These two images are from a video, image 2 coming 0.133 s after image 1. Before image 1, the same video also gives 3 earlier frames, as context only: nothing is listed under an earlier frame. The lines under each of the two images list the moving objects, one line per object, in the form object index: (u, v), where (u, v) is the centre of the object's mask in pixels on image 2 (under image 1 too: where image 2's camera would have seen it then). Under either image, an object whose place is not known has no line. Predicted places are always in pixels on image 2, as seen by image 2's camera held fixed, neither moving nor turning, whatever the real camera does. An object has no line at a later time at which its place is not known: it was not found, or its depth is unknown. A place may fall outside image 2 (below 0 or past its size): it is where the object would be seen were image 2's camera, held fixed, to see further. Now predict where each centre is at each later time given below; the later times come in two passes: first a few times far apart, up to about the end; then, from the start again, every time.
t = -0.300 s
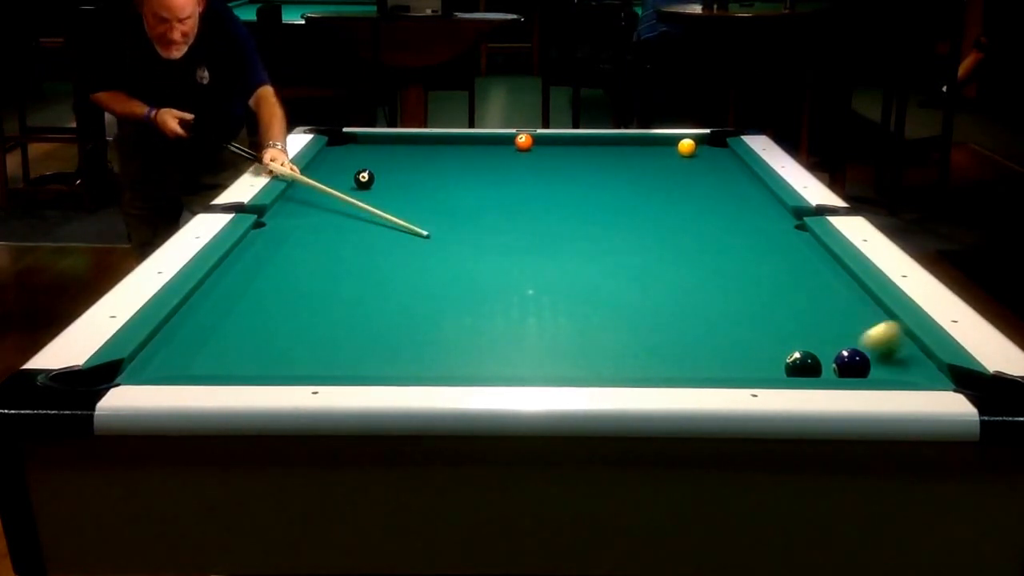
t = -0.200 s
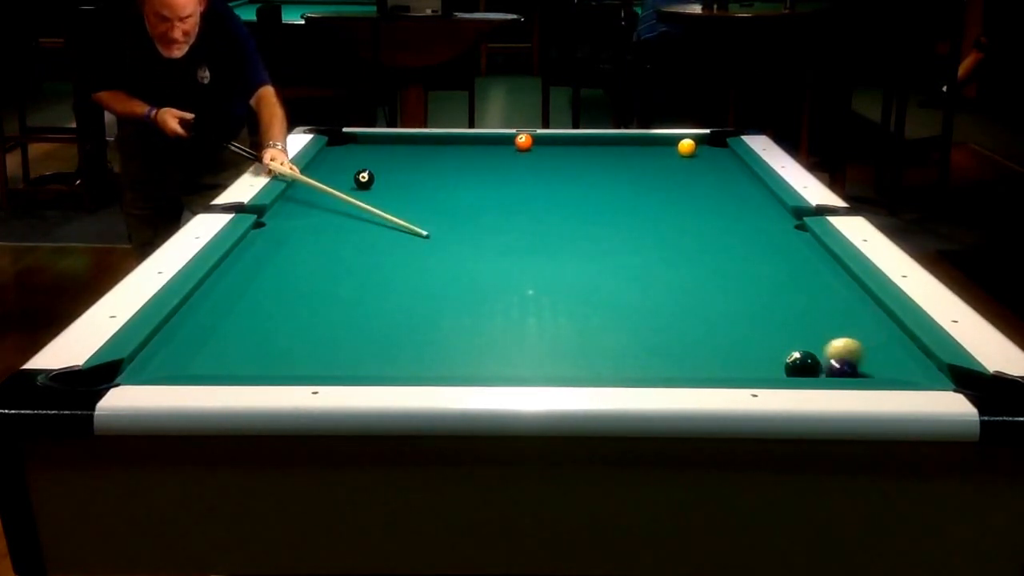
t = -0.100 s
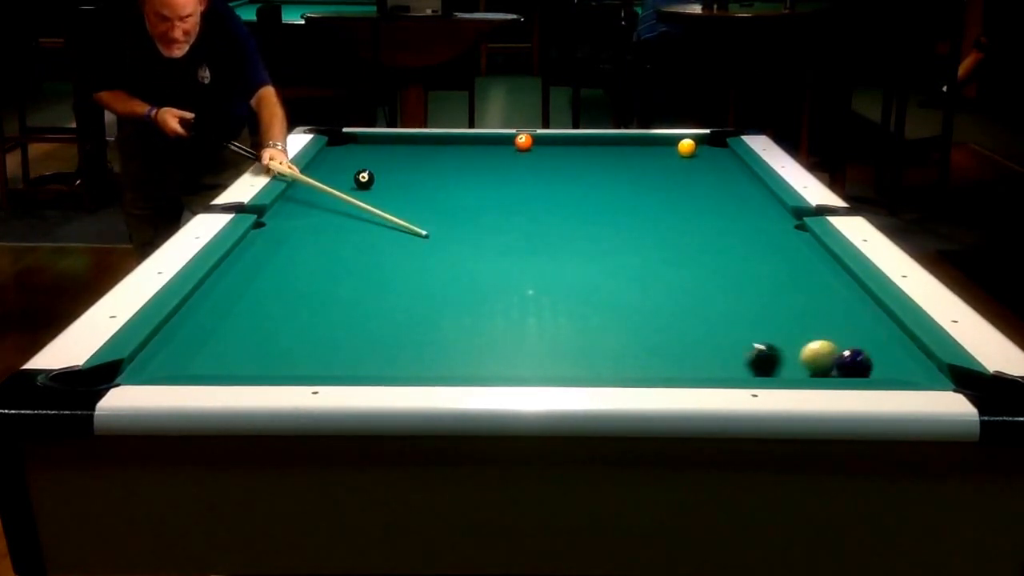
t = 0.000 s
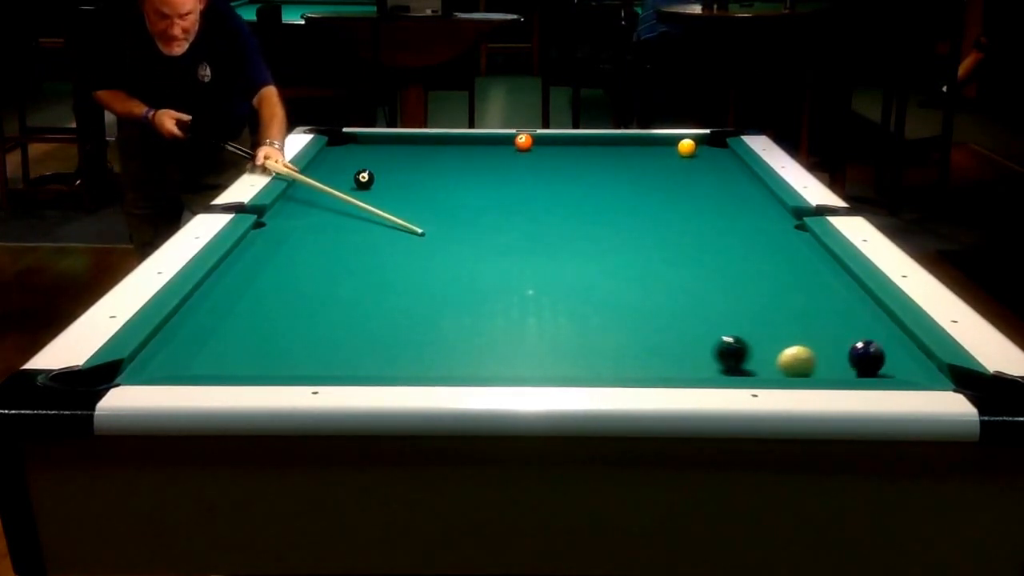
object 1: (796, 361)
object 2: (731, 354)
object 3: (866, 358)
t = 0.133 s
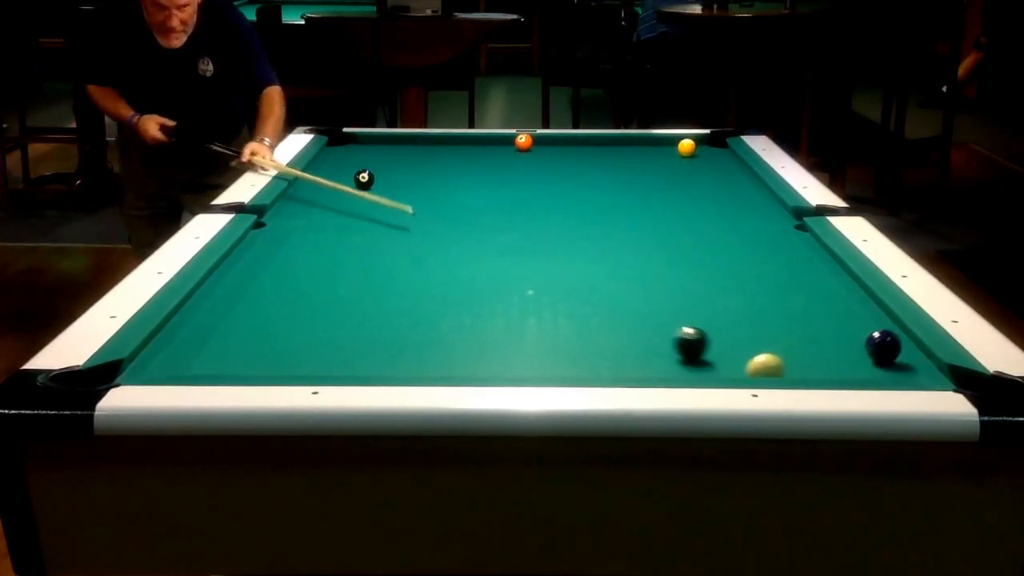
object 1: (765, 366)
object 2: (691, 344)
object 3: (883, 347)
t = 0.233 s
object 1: (738, 368)
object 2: (663, 338)
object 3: (894, 340)
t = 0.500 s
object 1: (640, 363)
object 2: (593, 322)
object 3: (866, 327)
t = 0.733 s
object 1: (560, 359)
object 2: (538, 310)
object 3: (840, 318)
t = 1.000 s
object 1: (475, 353)
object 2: (482, 297)
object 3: (815, 309)
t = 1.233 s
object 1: (406, 346)
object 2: (438, 287)
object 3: (795, 302)
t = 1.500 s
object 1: (331, 340)
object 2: (392, 278)
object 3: (775, 295)
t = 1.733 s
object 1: (271, 335)
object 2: (357, 269)
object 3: (761, 290)
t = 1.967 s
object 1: (214, 331)
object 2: (323, 262)
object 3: (749, 285)
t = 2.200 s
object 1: (184, 325)
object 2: (293, 255)
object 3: (737, 281)
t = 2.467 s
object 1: (224, 314)
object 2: (262, 248)
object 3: (727, 278)
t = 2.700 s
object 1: (256, 306)
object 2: (256, 244)
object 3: (720, 275)
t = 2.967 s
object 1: (287, 297)
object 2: (278, 240)
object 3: (715, 273)
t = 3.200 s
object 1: (311, 291)
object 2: (295, 238)
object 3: (713, 272)
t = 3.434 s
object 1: (332, 284)
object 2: (310, 236)
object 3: (711, 272)
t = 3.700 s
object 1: (352, 278)
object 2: (324, 234)
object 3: (710, 272)
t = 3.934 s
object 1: (368, 274)
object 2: (334, 232)
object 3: (710, 272)
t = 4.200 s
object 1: (383, 270)
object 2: (343, 231)
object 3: (710, 272)
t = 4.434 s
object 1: (395, 267)
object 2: (349, 230)
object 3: (710, 271)
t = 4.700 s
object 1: (404, 264)
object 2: (353, 230)
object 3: (710, 271)
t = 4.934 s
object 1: (411, 262)
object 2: (354, 230)
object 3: (710, 271)
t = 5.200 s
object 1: (417, 260)
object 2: (354, 230)
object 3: (710, 271)
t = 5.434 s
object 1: (419, 259)
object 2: (355, 230)
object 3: (710, 271)
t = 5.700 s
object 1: (421, 258)
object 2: (355, 230)
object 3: (710, 271)
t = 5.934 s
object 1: (422, 257)
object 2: (355, 230)
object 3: (710, 271)
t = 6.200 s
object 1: (423, 257)
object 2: (355, 230)
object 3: (710, 271)
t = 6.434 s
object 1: (423, 257)
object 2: (355, 230)
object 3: (710, 271)
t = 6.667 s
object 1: (423, 257)
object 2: (355, 230)
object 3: (710, 271)
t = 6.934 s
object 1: (423, 257)
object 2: (355, 230)
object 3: (710, 272)
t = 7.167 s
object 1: (422, 257)
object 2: (355, 229)
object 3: (710, 271)
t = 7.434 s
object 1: (422, 257)
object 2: (355, 229)
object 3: (710, 272)
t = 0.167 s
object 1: (757, 367)
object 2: (681, 343)
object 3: (887, 345)
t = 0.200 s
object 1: (749, 368)
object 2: (672, 340)
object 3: (890, 342)
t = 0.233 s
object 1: (738, 368)
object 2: (663, 338)
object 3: (894, 340)
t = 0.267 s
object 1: (725, 367)
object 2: (653, 336)
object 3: (896, 337)
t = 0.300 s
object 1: (713, 367)
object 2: (644, 334)
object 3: (892, 336)
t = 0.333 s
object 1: (701, 366)
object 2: (635, 332)
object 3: (888, 334)
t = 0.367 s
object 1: (688, 365)
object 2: (627, 331)
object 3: (883, 332)
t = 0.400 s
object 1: (676, 365)
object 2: (618, 328)
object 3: (879, 331)
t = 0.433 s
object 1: (664, 364)
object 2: (609, 326)
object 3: (875, 330)
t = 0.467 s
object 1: (652, 363)
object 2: (600, 324)
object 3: (871, 328)
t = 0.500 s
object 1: (640, 363)
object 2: (593, 322)
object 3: (866, 327)
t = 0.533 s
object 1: (629, 362)
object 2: (584, 320)
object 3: (862, 325)
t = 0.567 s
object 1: (617, 362)
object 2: (576, 319)
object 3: (858, 324)
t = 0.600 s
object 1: (606, 361)
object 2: (568, 317)
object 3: (854, 323)
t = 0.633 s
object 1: (594, 361)
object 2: (560, 315)
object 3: (851, 322)
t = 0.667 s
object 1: (583, 360)
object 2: (553, 314)
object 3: (847, 320)
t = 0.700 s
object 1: (572, 360)
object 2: (545, 312)
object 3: (844, 319)
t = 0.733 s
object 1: (560, 359)
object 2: (538, 310)
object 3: (840, 318)
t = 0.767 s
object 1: (550, 358)
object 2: (530, 308)
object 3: (837, 317)
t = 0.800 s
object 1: (538, 358)
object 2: (523, 307)
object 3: (834, 316)
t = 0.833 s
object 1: (528, 357)
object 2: (516, 305)
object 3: (831, 314)
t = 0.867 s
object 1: (517, 357)
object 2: (509, 303)
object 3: (827, 313)
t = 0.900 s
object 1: (507, 356)
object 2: (502, 302)
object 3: (824, 312)
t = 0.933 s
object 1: (496, 356)
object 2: (495, 301)
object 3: (821, 311)
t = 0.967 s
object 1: (486, 354)
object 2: (489, 299)
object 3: (818, 310)
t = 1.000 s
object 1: (475, 353)
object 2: (482, 297)
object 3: (815, 309)
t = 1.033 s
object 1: (465, 352)
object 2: (476, 296)
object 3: (812, 308)
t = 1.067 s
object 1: (454, 351)
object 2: (469, 294)
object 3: (809, 307)
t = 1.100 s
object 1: (445, 350)
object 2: (463, 293)
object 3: (806, 306)
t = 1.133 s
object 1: (435, 349)
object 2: (456, 292)
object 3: (803, 305)
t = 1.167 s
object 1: (425, 348)
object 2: (450, 290)
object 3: (800, 304)
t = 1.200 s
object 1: (415, 348)
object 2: (444, 289)
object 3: (797, 303)
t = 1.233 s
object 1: (406, 346)
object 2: (438, 287)
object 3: (795, 302)
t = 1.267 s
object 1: (396, 346)
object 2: (432, 286)
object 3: (792, 301)
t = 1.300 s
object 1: (387, 345)
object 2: (426, 285)
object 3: (790, 300)
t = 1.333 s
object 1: (377, 344)
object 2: (421, 283)
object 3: (787, 299)
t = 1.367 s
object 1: (368, 343)
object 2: (415, 282)
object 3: (785, 298)
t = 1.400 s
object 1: (359, 343)
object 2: (409, 281)
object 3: (782, 298)
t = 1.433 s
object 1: (350, 342)
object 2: (403, 280)
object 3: (780, 297)
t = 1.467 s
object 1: (340, 341)
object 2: (398, 278)
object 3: (778, 296)
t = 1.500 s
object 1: (331, 340)
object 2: (392, 278)
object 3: (775, 295)
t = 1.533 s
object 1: (323, 340)
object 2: (387, 276)
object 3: (773, 294)
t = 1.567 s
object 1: (314, 339)
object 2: (382, 275)
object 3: (771, 293)
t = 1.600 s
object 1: (305, 338)
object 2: (377, 274)
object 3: (769, 293)
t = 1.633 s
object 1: (297, 337)
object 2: (372, 272)
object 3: (767, 292)
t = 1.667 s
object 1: (288, 337)
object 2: (366, 271)
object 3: (765, 292)
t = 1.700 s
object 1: (279, 336)
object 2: (362, 270)
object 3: (763, 291)
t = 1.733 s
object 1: (271, 335)
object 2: (357, 269)
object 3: (761, 290)
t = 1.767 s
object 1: (262, 335)
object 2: (351, 268)
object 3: (759, 289)
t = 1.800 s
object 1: (254, 334)
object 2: (346, 267)
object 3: (757, 288)
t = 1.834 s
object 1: (246, 333)
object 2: (342, 266)
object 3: (755, 288)
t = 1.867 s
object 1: (238, 333)
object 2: (337, 265)
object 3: (754, 287)
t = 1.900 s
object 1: (230, 332)
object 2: (332, 264)
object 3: (752, 286)
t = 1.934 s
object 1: (221, 331)
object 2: (328, 263)
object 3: (750, 286)
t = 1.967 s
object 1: (214, 331)
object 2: (323, 262)
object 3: (749, 285)
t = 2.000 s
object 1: (206, 330)
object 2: (319, 261)
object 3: (747, 285)
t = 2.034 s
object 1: (198, 330)
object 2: (314, 260)
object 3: (745, 284)
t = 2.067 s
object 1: (190, 329)
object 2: (310, 259)
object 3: (743, 283)
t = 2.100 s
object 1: (183, 328)
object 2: (306, 258)
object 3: (742, 283)
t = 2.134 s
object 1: (175, 328)
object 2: (302, 256)
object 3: (740, 282)
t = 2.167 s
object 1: (179, 326)
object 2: (297, 256)
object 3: (739, 282)
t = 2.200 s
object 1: (184, 325)
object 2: (293, 255)
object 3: (737, 281)
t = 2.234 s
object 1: (189, 323)
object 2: (289, 254)
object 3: (736, 281)
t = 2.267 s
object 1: (195, 322)
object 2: (285, 253)
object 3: (734, 280)
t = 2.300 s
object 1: (200, 320)
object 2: (281, 252)
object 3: (733, 280)
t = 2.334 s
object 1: (205, 319)
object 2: (277, 251)
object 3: (732, 279)
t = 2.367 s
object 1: (210, 318)
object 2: (273, 250)
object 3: (731, 279)
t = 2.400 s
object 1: (215, 316)
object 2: (269, 249)
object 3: (730, 278)
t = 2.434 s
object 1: (220, 315)
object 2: (265, 249)
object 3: (728, 278)
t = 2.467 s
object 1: (224, 314)
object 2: (262, 248)
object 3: (727, 278)
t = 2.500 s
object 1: (229, 313)
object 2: (258, 247)
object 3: (726, 277)
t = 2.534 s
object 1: (233, 311)
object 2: (254, 246)
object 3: (725, 277)
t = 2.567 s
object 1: (238, 310)
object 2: (251, 246)
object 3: (724, 277)
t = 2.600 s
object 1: (243, 309)
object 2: (248, 245)
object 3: (723, 276)
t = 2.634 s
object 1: (247, 308)
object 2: (250, 245)
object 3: (722, 276)
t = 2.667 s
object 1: (252, 306)
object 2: (254, 244)
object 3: (721, 275)
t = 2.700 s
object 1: (256, 306)
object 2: (256, 244)
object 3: (720, 275)
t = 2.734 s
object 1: (260, 304)
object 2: (259, 243)
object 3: (719, 275)
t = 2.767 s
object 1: (264, 303)
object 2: (262, 243)
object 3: (719, 274)
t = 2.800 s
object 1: (268, 302)
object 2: (265, 242)
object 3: (718, 274)
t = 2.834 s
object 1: (272, 301)
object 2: (267, 242)
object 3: (717, 274)
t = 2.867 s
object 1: (276, 300)
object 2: (270, 241)
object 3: (717, 274)
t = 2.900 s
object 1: (280, 299)
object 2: (273, 241)
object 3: (716, 274)
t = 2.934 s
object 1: (284, 298)
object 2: (276, 241)
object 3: (715, 273)
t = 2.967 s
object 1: (287, 297)
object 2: (278, 240)
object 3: (715, 273)
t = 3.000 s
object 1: (291, 296)
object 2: (281, 240)
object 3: (714, 273)
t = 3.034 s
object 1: (295, 295)
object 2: (283, 240)
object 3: (714, 273)
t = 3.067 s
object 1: (298, 294)
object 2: (286, 239)
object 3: (714, 273)
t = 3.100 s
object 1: (301, 293)
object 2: (288, 239)
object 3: (714, 273)
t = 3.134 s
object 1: (304, 292)
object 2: (290, 239)
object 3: (713, 272)
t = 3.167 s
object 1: (308, 291)
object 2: (292, 238)
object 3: (713, 272)
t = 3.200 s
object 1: (311, 291)
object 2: (295, 238)
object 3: (713, 272)
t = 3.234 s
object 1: (314, 290)
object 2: (297, 238)
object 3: (712, 272)
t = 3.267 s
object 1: (317, 289)
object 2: (299, 237)
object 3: (712, 272)
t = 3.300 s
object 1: (320, 288)
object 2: (302, 237)
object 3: (712, 272)
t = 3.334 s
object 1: (323, 287)
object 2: (304, 236)
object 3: (712, 272)
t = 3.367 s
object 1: (326, 286)
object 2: (306, 236)
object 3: (711, 272)
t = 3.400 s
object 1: (329, 285)
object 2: (308, 236)
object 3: (711, 272)
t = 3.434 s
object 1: (332, 284)
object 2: (310, 236)
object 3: (711, 272)
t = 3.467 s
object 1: (334, 284)
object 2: (312, 236)
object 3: (711, 272)
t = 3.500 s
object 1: (337, 283)
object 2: (313, 236)
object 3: (711, 271)
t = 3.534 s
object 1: (340, 282)
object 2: (315, 235)
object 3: (711, 271)
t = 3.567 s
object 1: (342, 281)
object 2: (317, 235)
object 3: (710, 271)
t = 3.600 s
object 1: (345, 281)
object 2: (319, 235)
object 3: (710, 271)
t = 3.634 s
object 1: (347, 280)
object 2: (321, 235)
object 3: (710, 271)
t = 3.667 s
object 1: (350, 279)
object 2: (322, 234)
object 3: (710, 271)
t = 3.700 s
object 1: (352, 278)
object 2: (324, 234)
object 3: (710, 272)
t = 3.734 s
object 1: (355, 278)
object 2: (325, 234)
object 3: (710, 272)
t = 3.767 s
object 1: (357, 277)
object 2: (327, 234)
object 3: (710, 271)
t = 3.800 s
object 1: (360, 277)
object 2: (328, 233)
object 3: (710, 272)
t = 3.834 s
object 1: (362, 276)
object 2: (330, 233)
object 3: (710, 272)
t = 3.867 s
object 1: (364, 275)
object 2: (331, 233)
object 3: (710, 271)
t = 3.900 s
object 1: (366, 275)
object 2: (333, 232)
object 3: (710, 272)
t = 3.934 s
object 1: (368, 274)
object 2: (334, 232)
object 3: (710, 272)
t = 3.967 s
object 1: (370, 273)
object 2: (335, 232)
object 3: (710, 271)
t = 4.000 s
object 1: (372, 273)
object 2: (336, 232)
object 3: (710, 272)
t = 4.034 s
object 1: (374, 272)
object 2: (337, 232)
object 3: (710, 272)
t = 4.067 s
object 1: (376, 271)
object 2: (339, 231)
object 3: (710, 271)
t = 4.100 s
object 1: (378, 271)
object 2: (340, 231)
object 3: (710, 271)
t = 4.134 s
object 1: (380, 270)
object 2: (341, 231)
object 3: (710, 272)
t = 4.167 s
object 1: (381, 270)
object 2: (342, 231)
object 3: (710, 271)
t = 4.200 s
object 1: (383, 270)
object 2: (343, 231)
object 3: (710, 272)
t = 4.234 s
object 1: (385, 269)
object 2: (344, 231)
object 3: (710, 271)
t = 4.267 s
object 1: (387, 269)
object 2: (345, 231)
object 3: (710, 272)
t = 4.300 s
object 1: (388, 268)
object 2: (346, 230)
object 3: (710, 272)
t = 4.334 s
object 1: (390, 268)
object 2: (347, 230)
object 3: (710, 271)
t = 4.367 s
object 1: (391, 268)
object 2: (348, 230)
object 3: (710, 272)
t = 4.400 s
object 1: (393, 267)
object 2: (349, 230)
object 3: (710, 272)
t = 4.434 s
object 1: (395, 267)
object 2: (349, 230)
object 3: (710, 271)
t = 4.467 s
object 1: (396, 267)
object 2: (350, 230)
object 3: (710, 272)
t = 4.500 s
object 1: (397, 266)
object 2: (351, 230)
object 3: (710, 272)
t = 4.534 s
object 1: (398, 266)
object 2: (351, 230)
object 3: (710, 272)
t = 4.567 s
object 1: (399, 266)
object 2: (352, 230)
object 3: (710, 272)
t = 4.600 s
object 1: (401, 265)
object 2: (352, 230)
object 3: (710, 272)
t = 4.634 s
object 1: (402, 265)
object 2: (352, 230)
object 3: (710, 271)
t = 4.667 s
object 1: (403, 265)
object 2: (353, 230)
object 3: (710, 271)
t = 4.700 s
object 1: (404, 264)
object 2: (353, 230)
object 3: (710, 271)
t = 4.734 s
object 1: (405, 263)
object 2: (353, 230)
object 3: (710, 271)
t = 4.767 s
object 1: (406, 264)
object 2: (353, 230)
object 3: (710, 271)
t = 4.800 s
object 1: (407, 263)
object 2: (354, 230)
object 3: (710, 271)
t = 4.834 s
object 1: (408, 263)
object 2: (354, 230)
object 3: (710, 271)
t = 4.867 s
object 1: (409, 262)
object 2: (354, 230)
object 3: (710, 271)
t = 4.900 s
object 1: (410, 262)
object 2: (354, 230)
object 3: (710, 271)
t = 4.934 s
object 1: (411, 262)
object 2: (354, 230)
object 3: (710, 271)
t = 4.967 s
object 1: (412, 261)
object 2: (354, 230)
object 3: (710, 271)
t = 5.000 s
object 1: (413, 261)
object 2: (354, 230)
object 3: (710, 271)
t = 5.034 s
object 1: (414, 261)
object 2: (354, 230)
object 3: (710, 271)
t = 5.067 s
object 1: (415, 261)
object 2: (354, 230)
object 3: (710, 271)
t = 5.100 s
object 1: (415, 261)
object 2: (354, 230)
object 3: (710, 271)
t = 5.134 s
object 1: (416, 260)
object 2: (354, 230)
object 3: (710, 271)
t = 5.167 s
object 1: (416, 260)
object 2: (354, 230)
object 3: (710, 271)
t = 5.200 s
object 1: (417, 260)
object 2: (354, 230)
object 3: (710, 271)
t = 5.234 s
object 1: (417, 260)
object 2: (354, 230)
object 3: (710, 271)
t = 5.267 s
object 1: (417, 260)
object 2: (354, 230)
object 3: (710, 271)
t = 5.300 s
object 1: (418, 260)
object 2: (354, 230)
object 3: (710, 271)
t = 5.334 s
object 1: (418, 260)
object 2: (354, 230)
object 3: (710, 271)
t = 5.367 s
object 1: (419, 259)
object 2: (354, 230)
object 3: (710, 271)
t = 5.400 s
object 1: (419, 259)
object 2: (354, 230)
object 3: (710, 271)
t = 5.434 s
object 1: (419, 259)
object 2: (355, 230)
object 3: (710, 271)
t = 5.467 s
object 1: (419, 259)
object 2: (354, 230)
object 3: (710, 271)
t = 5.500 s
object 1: (420, 258)
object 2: (354, 230)
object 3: (710, 271)
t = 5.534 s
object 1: (420, 258)
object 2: (354, 230)
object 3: (710, 271)
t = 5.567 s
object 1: (420, 258)
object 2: (354, 230)
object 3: (710, 271)
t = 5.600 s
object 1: (420, 259)
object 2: (355, 230)
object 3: (710, 271)
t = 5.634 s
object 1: (420, 258)
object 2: (354, 230)
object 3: (710, 271)
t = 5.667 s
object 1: (421, 258)
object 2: (355, 230)
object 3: (710, 271)
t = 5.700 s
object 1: (421, 258)
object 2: (355, 230)
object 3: (710, 271)
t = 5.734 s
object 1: (421, 257)
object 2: (355, 230)
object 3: (710, 271)
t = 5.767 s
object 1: (421, 257)
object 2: (355, 230)
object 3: (710, 271)
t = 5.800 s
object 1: (422, 257)
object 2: (355, 230)
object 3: (710, 271)
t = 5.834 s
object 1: (422, 257)
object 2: (355, 230)
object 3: (710, 271)
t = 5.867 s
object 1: (422, 257)
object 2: (355, 230)
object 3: (710, 271)
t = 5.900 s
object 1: (422, 257)
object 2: (355, 230)
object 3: (710, 271)
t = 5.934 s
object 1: (422, 257)
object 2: (355, 230)
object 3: (710, 271)
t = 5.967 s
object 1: (422, 257)
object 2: (355, 230)
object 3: (710, 271)
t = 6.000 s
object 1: (422, 257)
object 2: (355, 230)
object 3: (710, 271)
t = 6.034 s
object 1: (422, 257)
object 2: (355, 230)
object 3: (710, 271)
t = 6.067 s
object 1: (422, 257)
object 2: (355, 230)
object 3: (710, 271)
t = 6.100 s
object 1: (423, 257)
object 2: (355, 230)
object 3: (710, 271)
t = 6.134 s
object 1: (423, 257)
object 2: (355, 230)
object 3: (710, 271)
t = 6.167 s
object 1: (422, 257)
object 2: (355, 230)
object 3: (710, 271)
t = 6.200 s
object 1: (423, 257)
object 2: (355, 230)
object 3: (710, 271)
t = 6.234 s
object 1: (423, 257)
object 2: (355, 230)
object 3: (710, 271)
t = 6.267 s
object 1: (422, 257)
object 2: (355, 230)
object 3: (710, 271)
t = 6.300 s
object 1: (423, 257)
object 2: (355, 230)
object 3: (710, 271)
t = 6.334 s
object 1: (423, 257)
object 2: (355, 230)
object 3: (710, 271)
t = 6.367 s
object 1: (423, 257)
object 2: (355, 230)
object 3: (710, 271)
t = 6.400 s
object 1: (423, 257)
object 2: (355, 230)
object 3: (710, 271)
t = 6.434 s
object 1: (423, 257)
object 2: (355, 230)
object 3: (710, 271)
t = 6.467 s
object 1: (423, 257)
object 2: (355, 230)
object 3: (710, 271)
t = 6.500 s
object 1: (422, 257)
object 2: (355, 230)
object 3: (710, 271)
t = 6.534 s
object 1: (423, 257)
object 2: (355, 230)
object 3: (710, 271)
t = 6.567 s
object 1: (423, 257)
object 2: (355, 230)
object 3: (710, 271)
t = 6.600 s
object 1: (423, 257)
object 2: (355, 230)
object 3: (710, 271)
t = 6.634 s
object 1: (423, 257)
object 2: (355, 230)
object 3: (710, 271)
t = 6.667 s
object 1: (423, 257)
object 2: (355, 230)
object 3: (710, 271)
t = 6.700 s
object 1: (423, 257)
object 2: (355, 230)
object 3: (710, 271)
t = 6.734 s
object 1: (423, 257)
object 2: (355, 230)
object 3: (710, 271)
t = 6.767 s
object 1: (423, 257)
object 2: (355, 230)
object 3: (710, 271)
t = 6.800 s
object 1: (423, 257)
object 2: (355, 230)
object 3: (710, 271)
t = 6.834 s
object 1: (423, 257)
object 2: (355, 230)
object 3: (710, 271)
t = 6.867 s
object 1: (423, 257)
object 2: (355, 230)
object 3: (710, 271)
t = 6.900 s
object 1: (422, 257)
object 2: (355, 230)
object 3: (710, 272)
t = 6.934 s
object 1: (423, 257)
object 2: (355, 230)
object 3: (710, 272)
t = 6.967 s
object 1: (423, 257)
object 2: (355, 230)
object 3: (710, 271)
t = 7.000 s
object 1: (423, 257)
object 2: (355, 230)
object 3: (710, 271)
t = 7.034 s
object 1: (422, 257)
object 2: (355, 229)
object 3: (710, 271)
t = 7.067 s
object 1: (422, 257)
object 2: (355, 230)
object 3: (710, 271)
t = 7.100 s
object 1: (422, 257)
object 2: (355, 230)
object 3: (710, 271)
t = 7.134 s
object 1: (422, 257)
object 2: (355, 229)
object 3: (710, 271)
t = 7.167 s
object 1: (422, 257)
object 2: (355, 229)
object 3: (710, 271)
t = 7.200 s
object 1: (422, 257)
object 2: (355, 230)
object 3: (710, 272)
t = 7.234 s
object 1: (422, 257)
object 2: (355, 229)
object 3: (710, 271)
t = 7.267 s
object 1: (422, 257)
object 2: (355, 229)
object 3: (710, 271)
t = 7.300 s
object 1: (422, 257)
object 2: (355, 229)
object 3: (710, 271)
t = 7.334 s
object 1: (422, 257)
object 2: (355, 229)
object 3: (710, 271)
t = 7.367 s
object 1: (422, 257)
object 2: (355, 230)
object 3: (710, 272)
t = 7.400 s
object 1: (422, 257)
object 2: (355, 229)
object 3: (710, 271)
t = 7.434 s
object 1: (422, 257)
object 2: (355, 229)
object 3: (710, 272)
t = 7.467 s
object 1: (422, 257)
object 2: (355, 229)
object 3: (710, 271)
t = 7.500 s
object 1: (422, 257)
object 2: (355, 229)
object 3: (710, 271)
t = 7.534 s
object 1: (422, 257)
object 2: (355, 229)
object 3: (710, 271)
